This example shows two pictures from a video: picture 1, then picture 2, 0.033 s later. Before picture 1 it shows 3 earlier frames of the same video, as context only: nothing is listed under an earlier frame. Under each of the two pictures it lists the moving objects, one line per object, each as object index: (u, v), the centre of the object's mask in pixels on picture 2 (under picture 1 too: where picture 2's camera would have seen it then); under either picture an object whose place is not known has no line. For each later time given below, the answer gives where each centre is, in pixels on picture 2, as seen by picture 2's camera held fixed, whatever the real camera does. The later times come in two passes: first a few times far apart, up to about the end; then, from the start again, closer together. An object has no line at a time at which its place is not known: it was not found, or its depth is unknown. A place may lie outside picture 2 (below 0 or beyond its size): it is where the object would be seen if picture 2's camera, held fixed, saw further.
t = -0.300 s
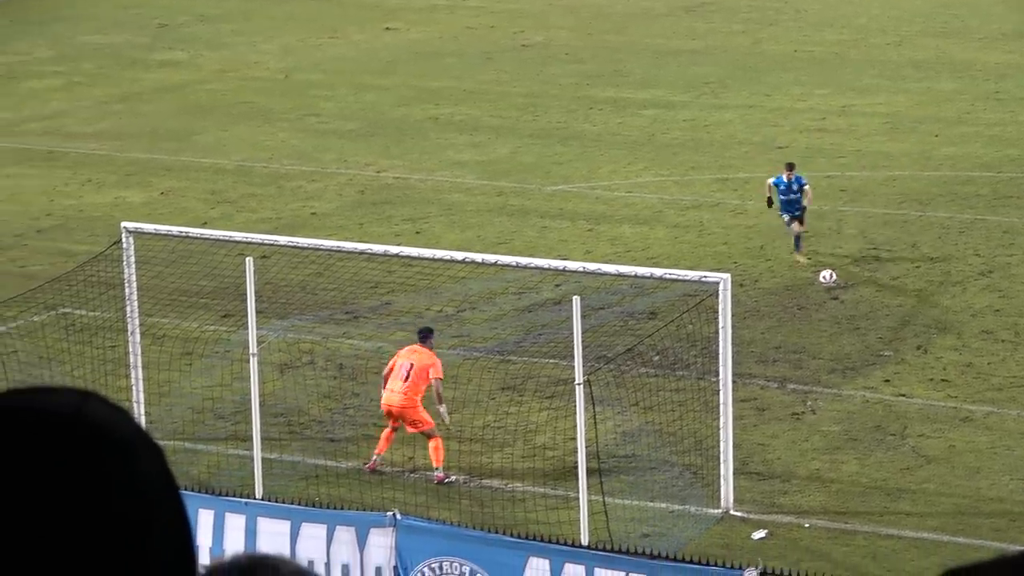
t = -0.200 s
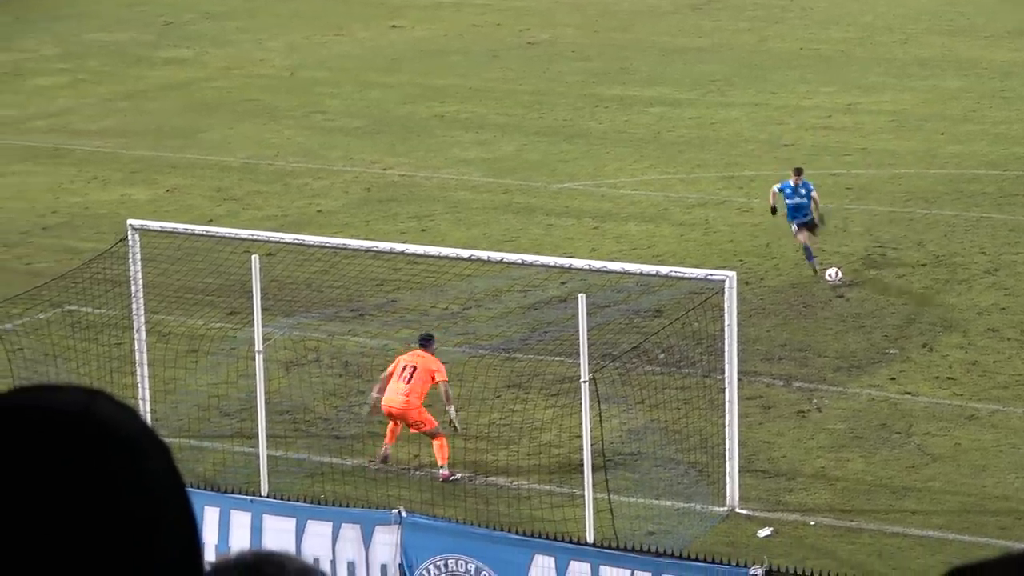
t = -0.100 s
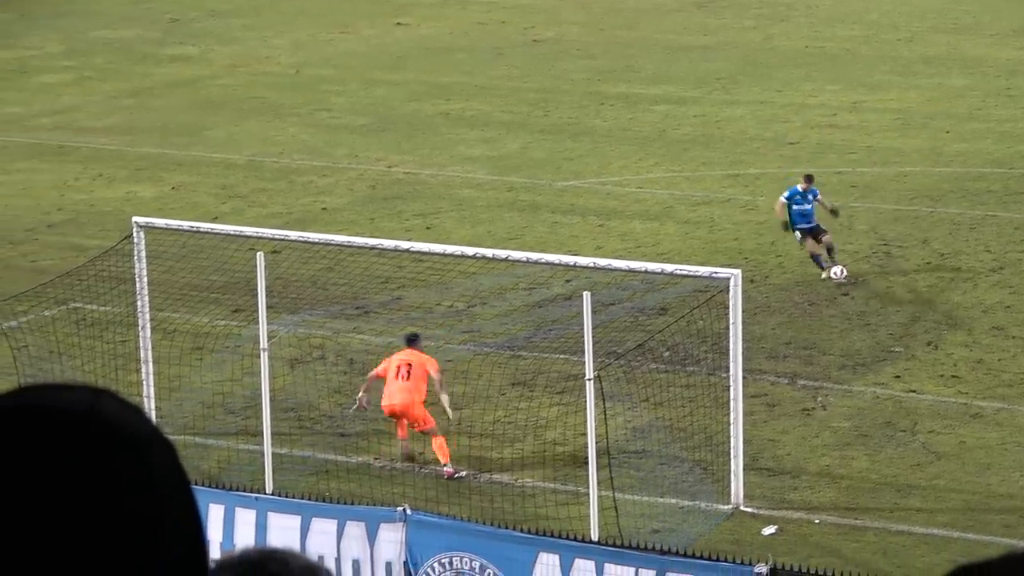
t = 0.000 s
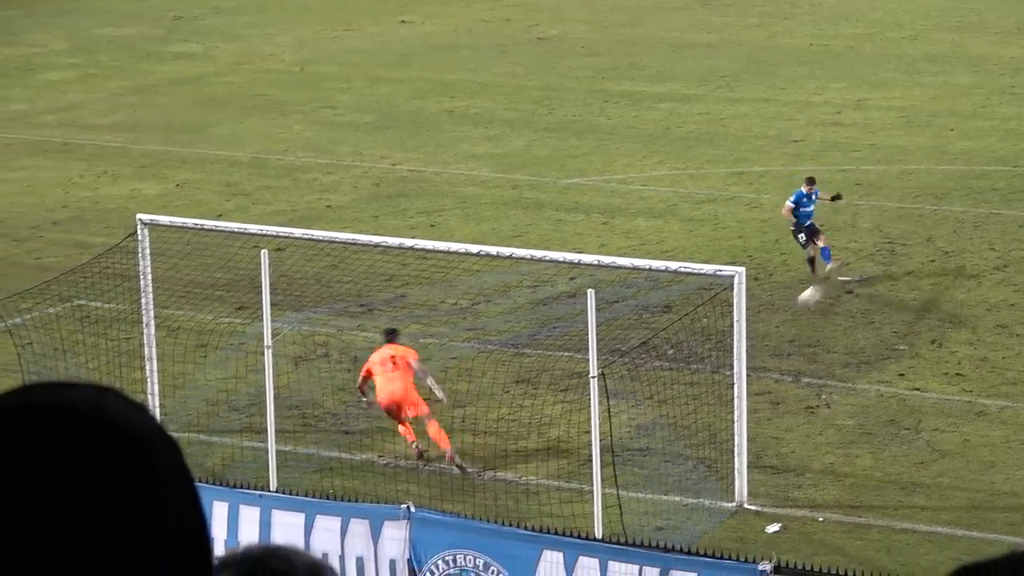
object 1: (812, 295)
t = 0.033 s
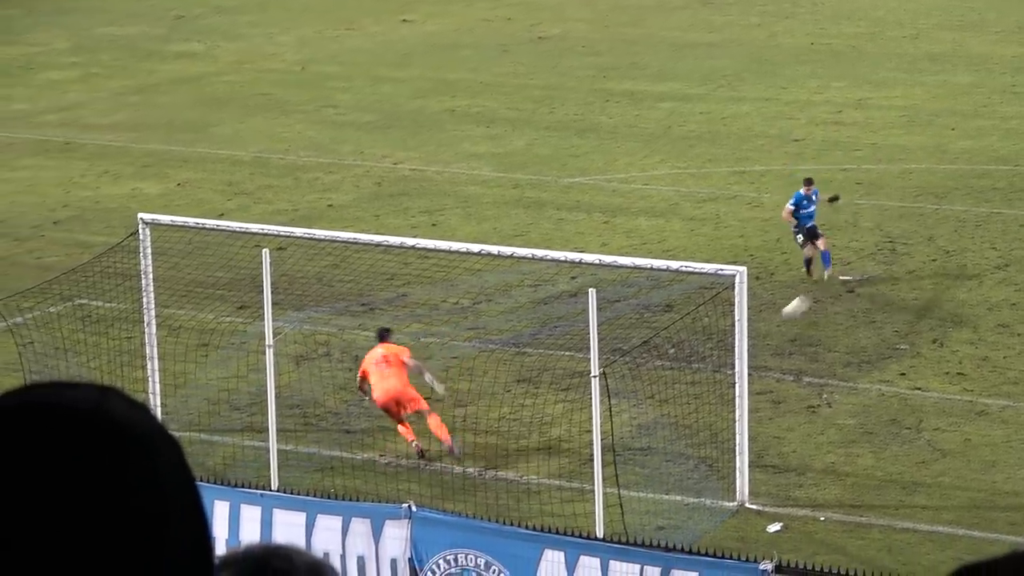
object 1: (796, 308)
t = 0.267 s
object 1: (658, 406)
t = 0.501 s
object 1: (487, 514)
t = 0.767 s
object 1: (478, 503)
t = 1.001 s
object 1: (570, 444)
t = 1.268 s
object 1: (664, 441)
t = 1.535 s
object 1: (718, 500)
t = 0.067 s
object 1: (779, 321)
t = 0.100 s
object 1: (762, 336)
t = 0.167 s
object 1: (721, 371)
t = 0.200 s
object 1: (701, 382)
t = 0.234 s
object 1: (681, 393)
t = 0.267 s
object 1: (658, 406)
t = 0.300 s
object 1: (637, 419)
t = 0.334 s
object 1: (616, 434)
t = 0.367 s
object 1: (582, 456)
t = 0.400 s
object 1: (562, 472)
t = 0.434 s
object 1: (534, 496)
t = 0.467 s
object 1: (507, 508)
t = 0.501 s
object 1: (487, 514)
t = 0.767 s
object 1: (478, 503)
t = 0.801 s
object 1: (491, 493)
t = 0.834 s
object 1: (505, 482)
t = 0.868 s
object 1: (518, 473)
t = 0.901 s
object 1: (530, 465)
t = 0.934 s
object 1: (545, 457)
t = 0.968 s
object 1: (557, 450)
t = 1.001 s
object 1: (570, 444)
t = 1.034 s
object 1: (581, 441)
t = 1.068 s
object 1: (593, 438)
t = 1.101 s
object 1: (609, 437)
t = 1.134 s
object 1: (620, 437)
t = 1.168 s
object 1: (630, 436)
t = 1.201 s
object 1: (642, 437)
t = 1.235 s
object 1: (652, 438)
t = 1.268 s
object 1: (664, 441)
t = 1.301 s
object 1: (676, 446)
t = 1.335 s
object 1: (687, 450)
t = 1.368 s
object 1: (699, 458)
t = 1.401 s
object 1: (711, 466)
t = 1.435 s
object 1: (720, 472)
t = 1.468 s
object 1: (729, 480)
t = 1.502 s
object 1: (726, 490)
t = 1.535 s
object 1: (718, 500)
